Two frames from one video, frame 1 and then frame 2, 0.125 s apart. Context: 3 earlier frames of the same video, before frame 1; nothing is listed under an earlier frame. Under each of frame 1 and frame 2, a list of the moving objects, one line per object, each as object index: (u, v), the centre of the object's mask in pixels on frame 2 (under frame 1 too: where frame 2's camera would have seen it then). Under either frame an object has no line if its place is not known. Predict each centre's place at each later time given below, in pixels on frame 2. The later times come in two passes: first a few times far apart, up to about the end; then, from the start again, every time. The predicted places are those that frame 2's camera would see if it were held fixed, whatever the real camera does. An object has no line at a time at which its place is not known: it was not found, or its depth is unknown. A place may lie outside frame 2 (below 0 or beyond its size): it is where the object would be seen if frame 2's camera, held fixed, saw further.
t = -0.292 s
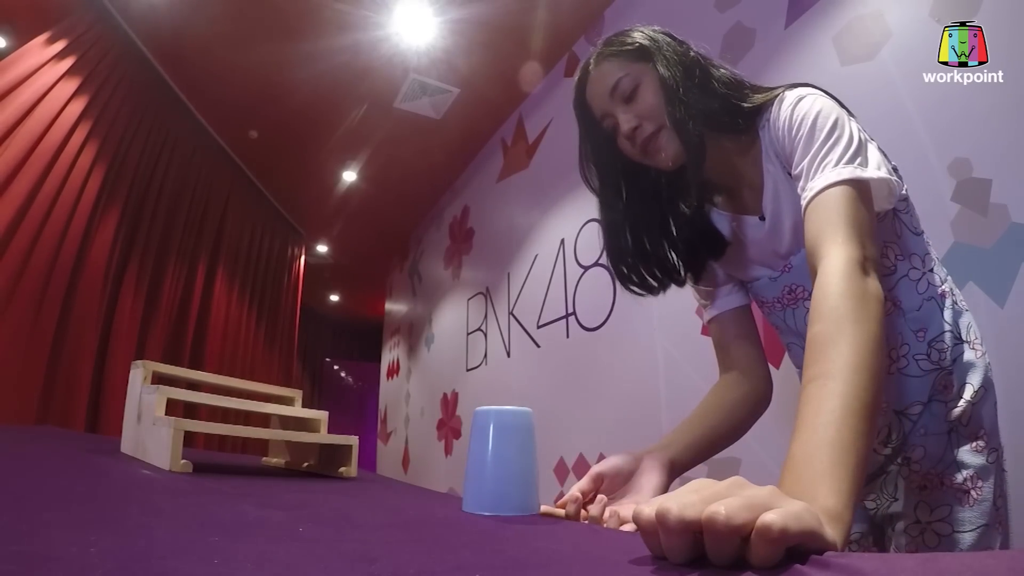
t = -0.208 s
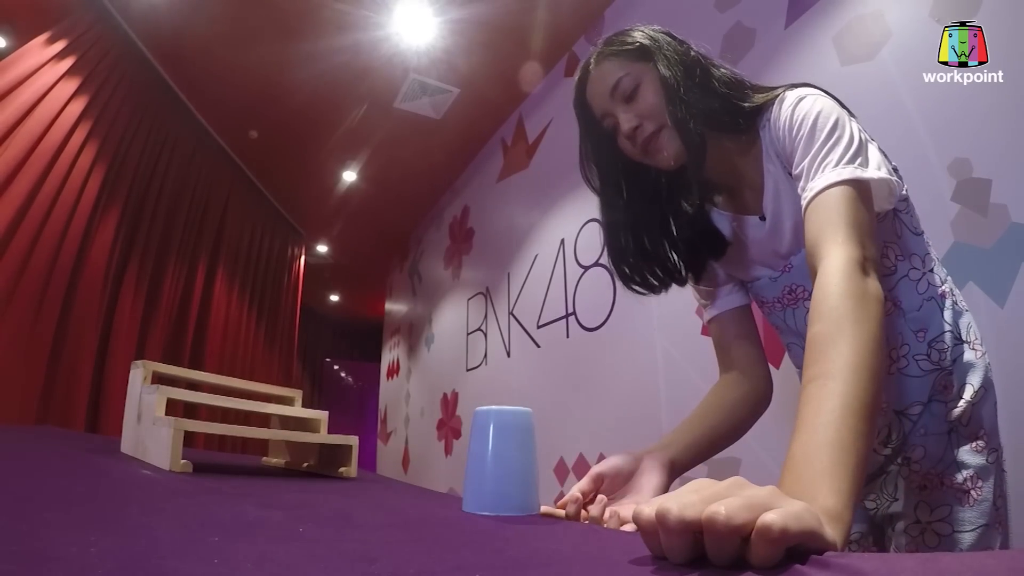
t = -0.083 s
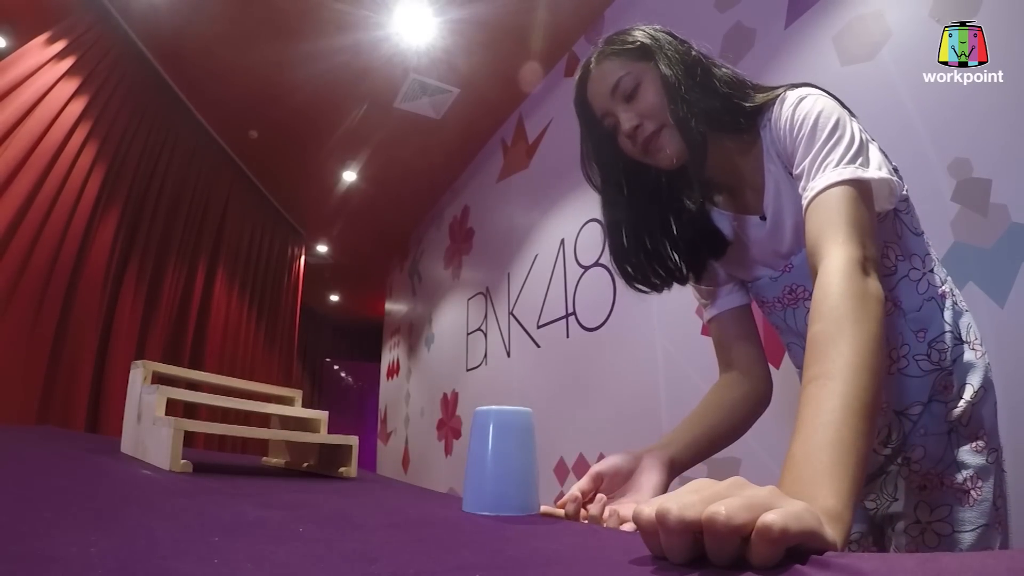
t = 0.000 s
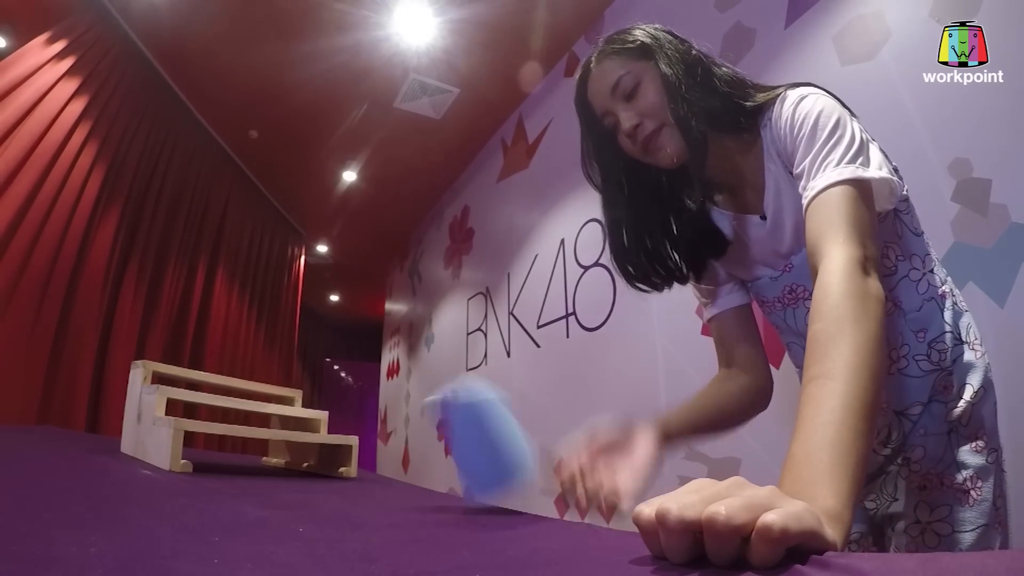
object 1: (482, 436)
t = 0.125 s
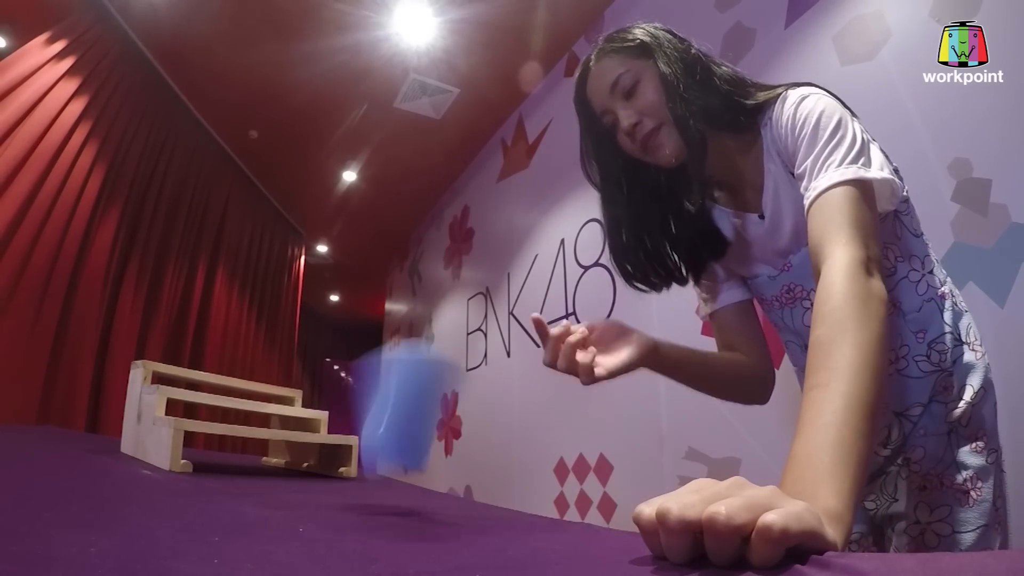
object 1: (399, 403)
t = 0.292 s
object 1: (284, 433)
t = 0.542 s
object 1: (262, 433)
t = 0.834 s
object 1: (252, 441)
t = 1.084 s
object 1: (251, 441)
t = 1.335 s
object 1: (252, 441)
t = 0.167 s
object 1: (374, 441)
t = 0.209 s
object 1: (335, 457)
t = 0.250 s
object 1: (318, 432)
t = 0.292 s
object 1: (284, 433)
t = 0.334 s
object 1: (271, 438)
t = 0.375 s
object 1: (268, 433)
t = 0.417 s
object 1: (267, 433)
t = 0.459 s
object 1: (266, 433)
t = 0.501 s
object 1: (264, 433)
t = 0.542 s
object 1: (262, 433)
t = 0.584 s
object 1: (259, 433)
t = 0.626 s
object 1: (256, 438)
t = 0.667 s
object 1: (253, 440)
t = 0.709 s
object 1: (251, 441)
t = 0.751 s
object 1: (250, 441)
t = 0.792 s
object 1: (250, 441)
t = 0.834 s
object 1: (252, 441)
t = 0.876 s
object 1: (253, 441)
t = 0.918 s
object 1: (252, 441)
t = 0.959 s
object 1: (251, 441)
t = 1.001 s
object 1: (251, 441)
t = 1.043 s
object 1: (251, 441)
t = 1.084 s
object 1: (251, 441)
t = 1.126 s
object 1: (252, 441)
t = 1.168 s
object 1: (252, 441)
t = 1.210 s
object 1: (252, 441)
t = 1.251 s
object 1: (251, 441)
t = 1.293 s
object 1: (251, 441)
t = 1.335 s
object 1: (252, 441)
